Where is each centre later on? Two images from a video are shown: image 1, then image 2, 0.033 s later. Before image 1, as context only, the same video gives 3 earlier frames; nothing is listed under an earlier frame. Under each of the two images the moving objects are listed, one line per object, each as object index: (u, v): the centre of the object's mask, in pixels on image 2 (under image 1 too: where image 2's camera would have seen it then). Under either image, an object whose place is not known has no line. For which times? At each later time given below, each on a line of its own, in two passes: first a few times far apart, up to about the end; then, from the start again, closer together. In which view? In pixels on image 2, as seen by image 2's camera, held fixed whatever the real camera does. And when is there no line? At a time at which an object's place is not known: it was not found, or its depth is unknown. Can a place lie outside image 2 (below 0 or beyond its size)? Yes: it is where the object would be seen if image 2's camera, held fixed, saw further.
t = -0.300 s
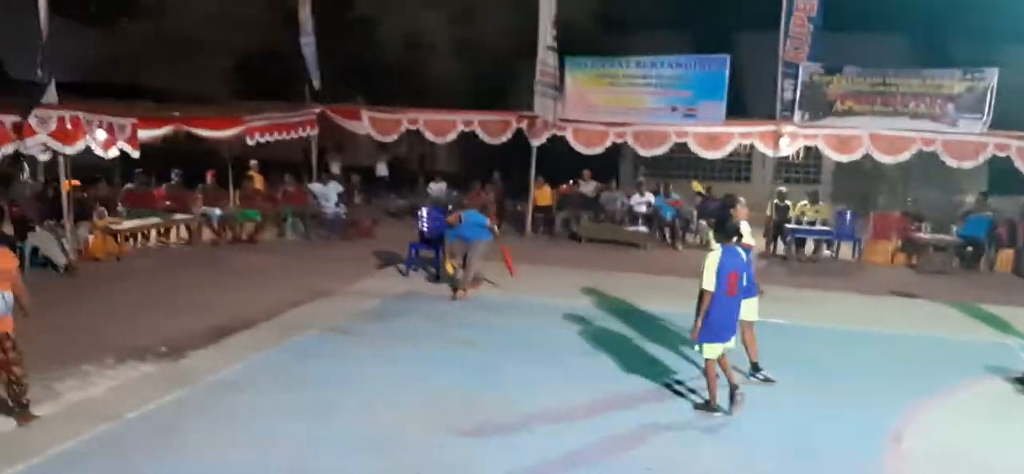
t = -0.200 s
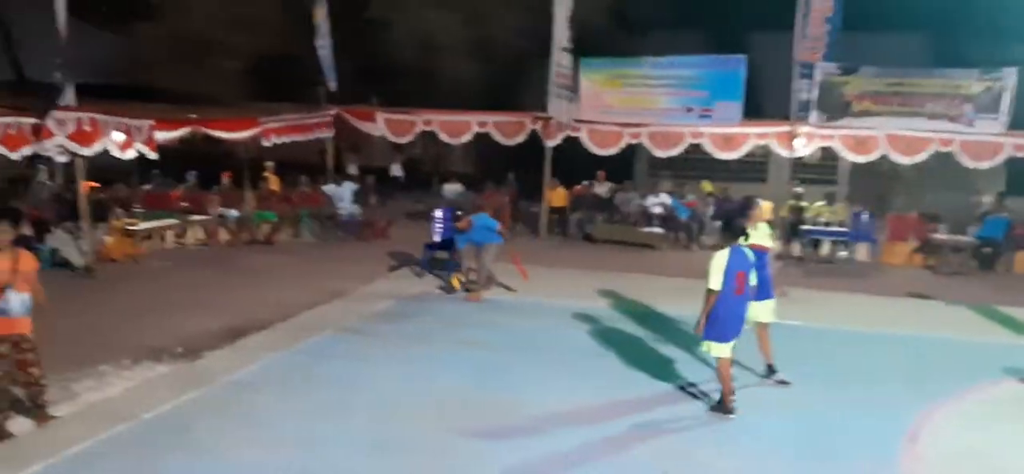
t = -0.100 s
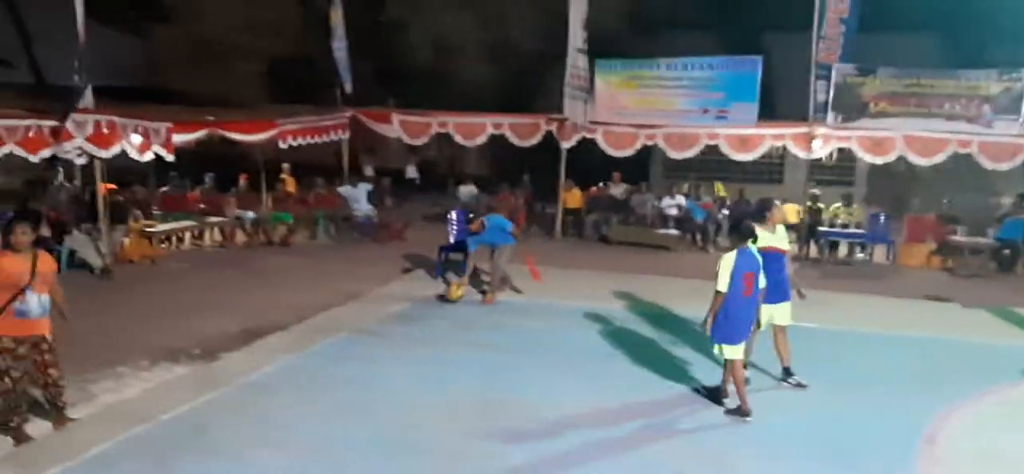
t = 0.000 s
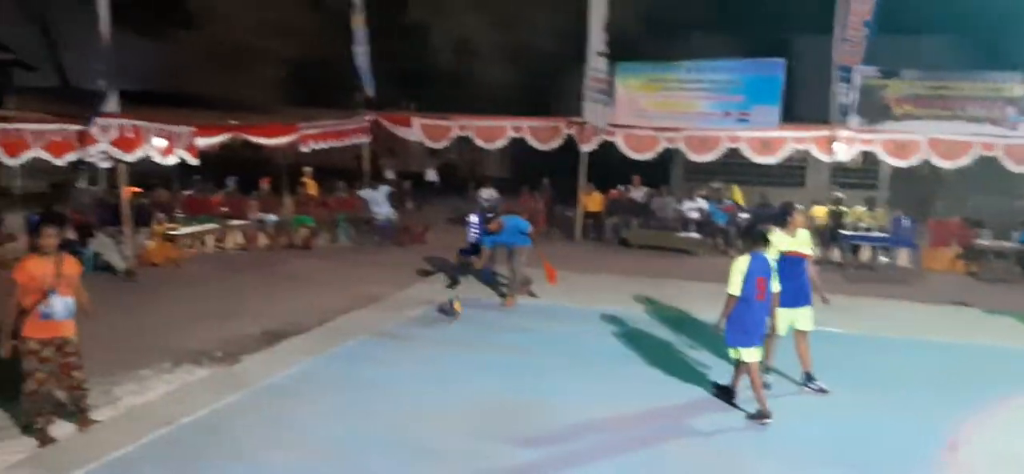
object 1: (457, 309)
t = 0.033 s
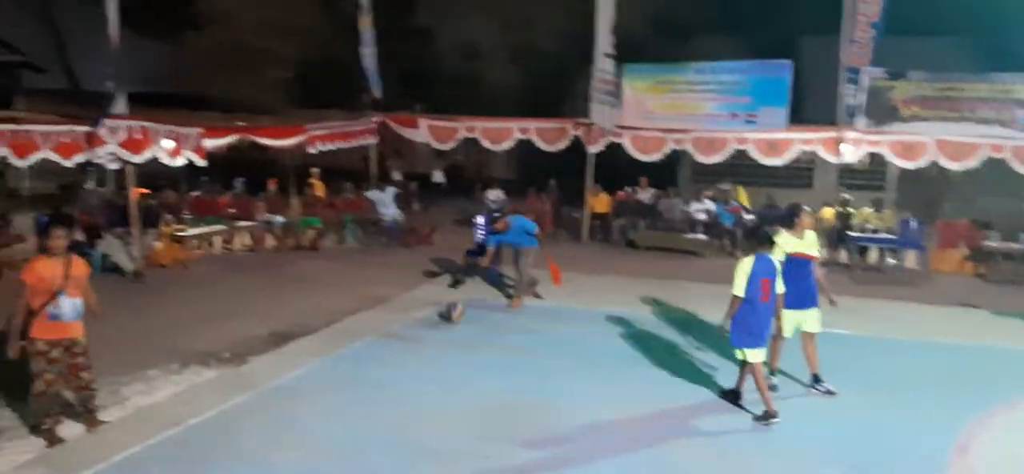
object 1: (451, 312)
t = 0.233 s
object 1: (420, 328)
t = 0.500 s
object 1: (372, 352)
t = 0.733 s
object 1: (326, 378)
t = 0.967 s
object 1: (269, 409)
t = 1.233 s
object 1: (190, 454)
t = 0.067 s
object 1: (446, 316)
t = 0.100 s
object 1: (441, 317)
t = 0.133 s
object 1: (435, 319)
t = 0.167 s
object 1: (430, 322)
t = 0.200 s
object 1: (426, 326)
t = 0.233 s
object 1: (420, 328)
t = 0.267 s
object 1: (415, 330)
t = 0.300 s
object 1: (408, 334)
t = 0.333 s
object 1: (403, 337)
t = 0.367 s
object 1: (398, 340)
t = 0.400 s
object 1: (391, 343)
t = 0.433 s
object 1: (387, 345)
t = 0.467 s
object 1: (381, 348)
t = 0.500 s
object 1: (372, 352)
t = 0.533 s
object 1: (367, 355)
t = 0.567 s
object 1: (360, 359)
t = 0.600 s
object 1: (354, 363)
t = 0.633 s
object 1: (348, 367)
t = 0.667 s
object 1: (340, 371)
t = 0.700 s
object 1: (333, 375)
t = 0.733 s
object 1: (326, 378)
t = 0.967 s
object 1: (269, 409)
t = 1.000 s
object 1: (260, 414)
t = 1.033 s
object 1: (251, 419)
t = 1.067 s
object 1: (242, 423)
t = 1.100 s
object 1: (231, 430)
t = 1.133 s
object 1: (221, 434)
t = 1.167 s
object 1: (211, 439)
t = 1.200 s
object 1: (201, 446)
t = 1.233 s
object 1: (190, 454)
